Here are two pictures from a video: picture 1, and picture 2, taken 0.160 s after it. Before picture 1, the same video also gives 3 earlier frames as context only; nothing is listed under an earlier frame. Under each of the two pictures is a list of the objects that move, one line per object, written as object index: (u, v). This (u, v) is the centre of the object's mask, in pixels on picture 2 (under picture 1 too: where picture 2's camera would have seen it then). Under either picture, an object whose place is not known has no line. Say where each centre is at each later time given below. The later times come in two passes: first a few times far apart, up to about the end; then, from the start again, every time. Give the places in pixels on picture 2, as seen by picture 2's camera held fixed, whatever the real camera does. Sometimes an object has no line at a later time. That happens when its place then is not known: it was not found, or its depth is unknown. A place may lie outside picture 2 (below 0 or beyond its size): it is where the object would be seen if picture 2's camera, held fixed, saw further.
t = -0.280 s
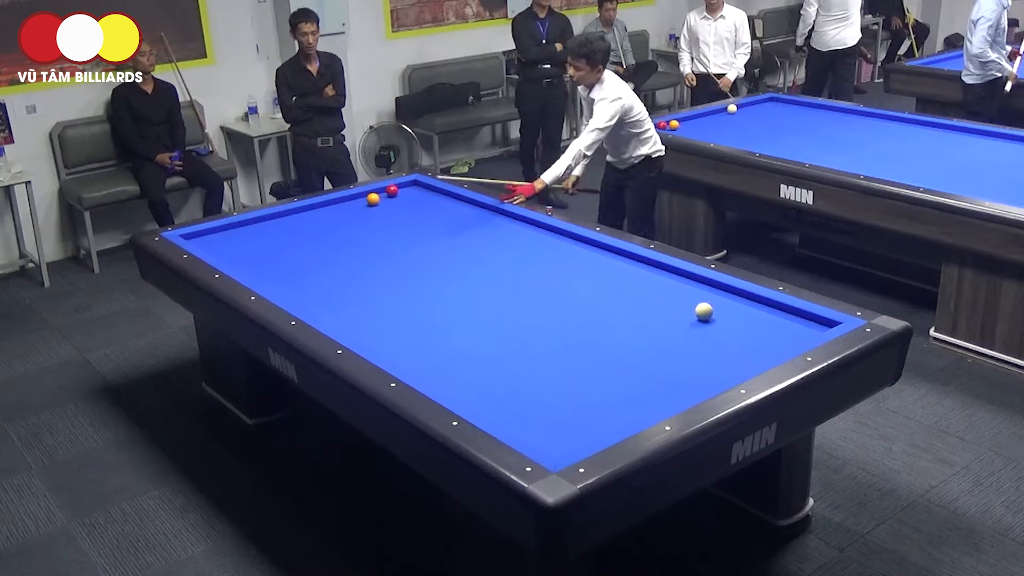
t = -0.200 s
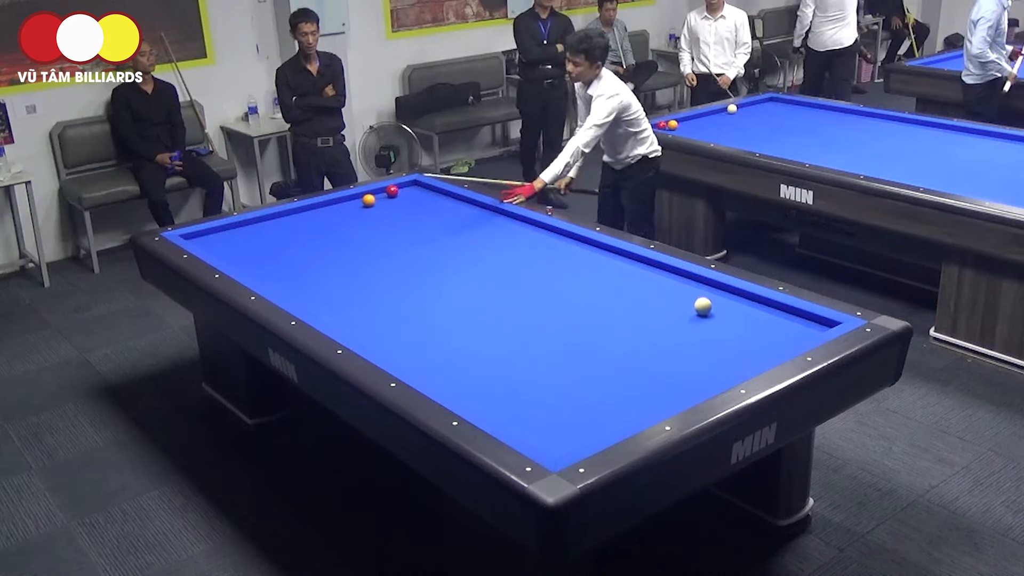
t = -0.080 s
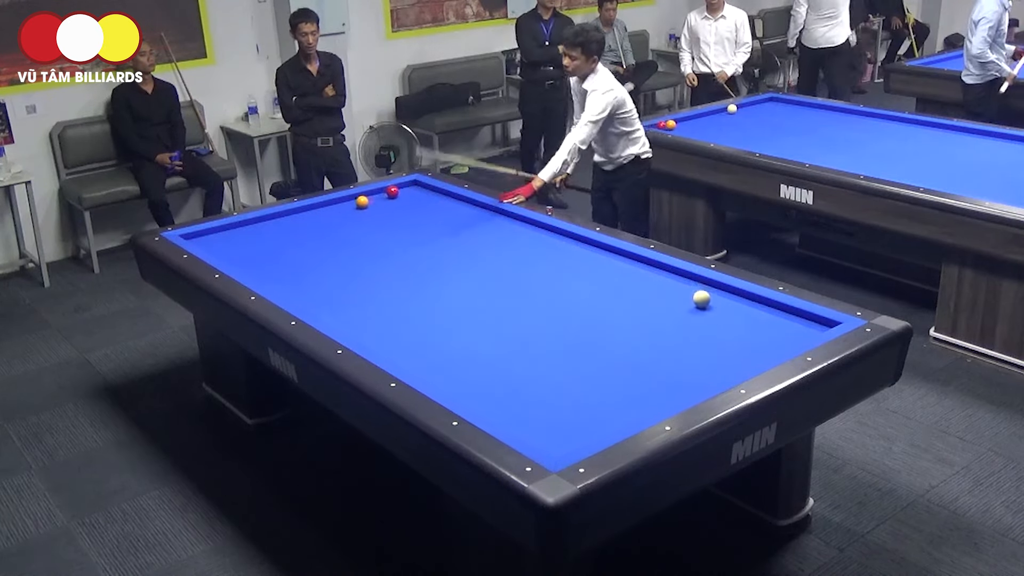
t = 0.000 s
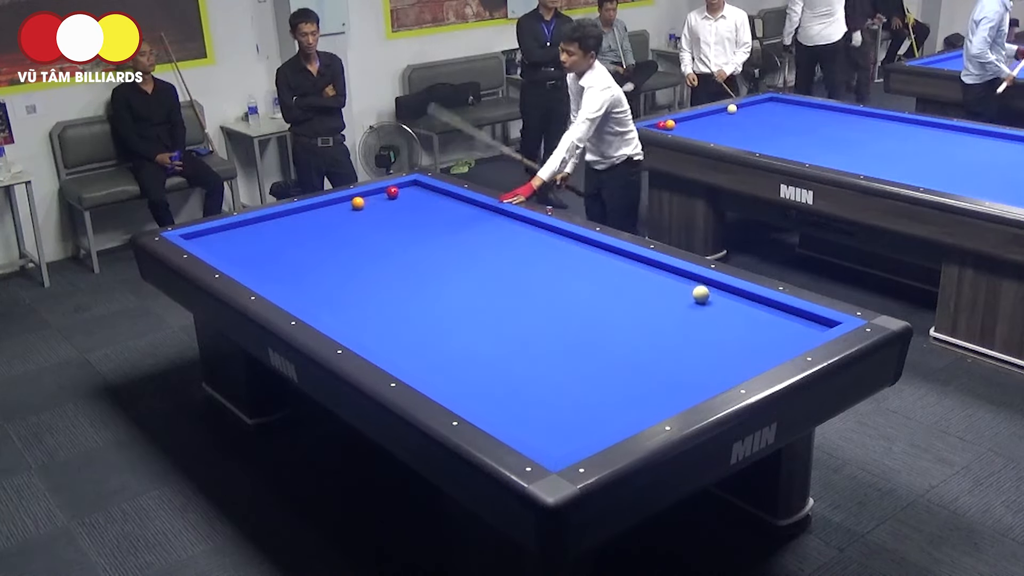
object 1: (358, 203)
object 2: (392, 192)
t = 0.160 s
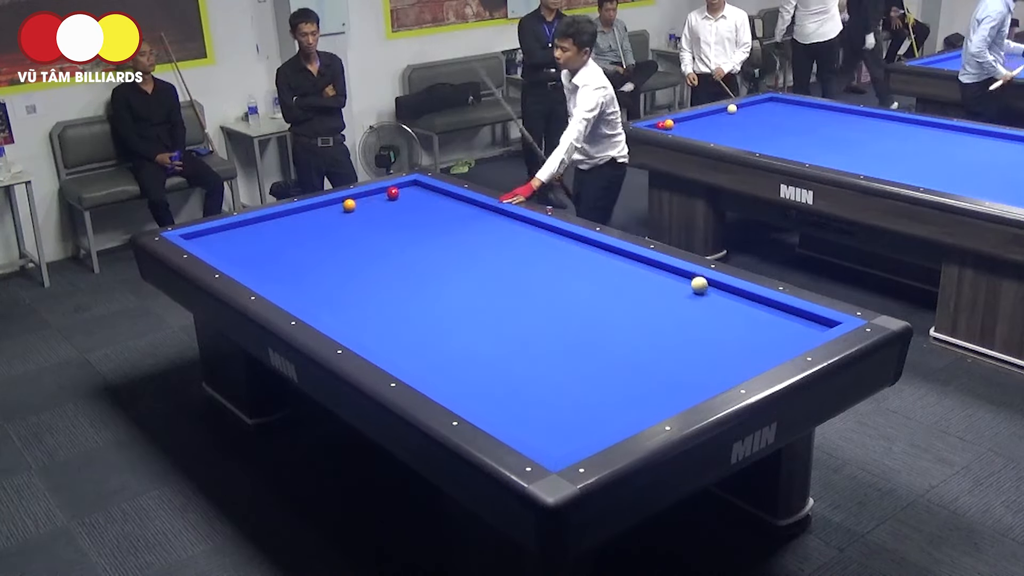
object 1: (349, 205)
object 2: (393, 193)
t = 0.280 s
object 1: (342, 207)
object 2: (393, 194)
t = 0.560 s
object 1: (328, 211)
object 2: (393, 195)
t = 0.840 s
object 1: (313, 215)
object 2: (394, 197)
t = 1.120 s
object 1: (300, 219)
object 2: (394, 198)
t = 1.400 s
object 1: (286, 223)
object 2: (394, 199)
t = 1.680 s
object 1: (273, 226)
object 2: (395, 200)
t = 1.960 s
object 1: (260, 230)
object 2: (395, 201)
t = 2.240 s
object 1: (248, 233)
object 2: (395, 201)
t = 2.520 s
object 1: (235, 237)
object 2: (394, 201)
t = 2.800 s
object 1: (224, 239)
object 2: (394, 202)
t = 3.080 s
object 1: (213, 243)
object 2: (394, 202)
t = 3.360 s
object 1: (204, 244)
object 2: (394, 202)
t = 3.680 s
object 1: (208, 245)
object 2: (394, 202)
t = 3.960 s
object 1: (213, 244)
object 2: (394, 202)
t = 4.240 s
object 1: (218, 243)
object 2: (394, 202)
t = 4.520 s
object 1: (222, 242)
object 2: (394, 202)
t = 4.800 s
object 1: (225, 242)
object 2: (394, 202)
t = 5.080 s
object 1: (227, 241)
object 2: (394, 202)
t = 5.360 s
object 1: (228, 241)
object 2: (394, 202)
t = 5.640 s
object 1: (229, 241)
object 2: (394, 202)
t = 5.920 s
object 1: (229, 241)
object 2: (394, 202)
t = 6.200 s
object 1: (229, 241)
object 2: (394, 202)
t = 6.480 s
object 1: (229, 241)
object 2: (394, 202)
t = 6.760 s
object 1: (229, 241)
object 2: (394, 202)
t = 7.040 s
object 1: (229, 241)
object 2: (394, 202)
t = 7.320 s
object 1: (229, 241)
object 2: (394, 202)
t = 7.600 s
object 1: (229, 241)
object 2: (394, 202)
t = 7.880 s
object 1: (229, 241)
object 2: (394, 202)
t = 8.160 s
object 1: (228, 241)
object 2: (394, 202)
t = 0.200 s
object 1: (347, 206)
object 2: (393, 193)
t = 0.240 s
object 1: (345, 207)
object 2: (393, 193)
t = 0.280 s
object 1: (342, 207)
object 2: (393, 194)
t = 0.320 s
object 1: (340, 208)
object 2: (393, 194)
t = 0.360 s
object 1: (338, 208)
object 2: (393, 194)
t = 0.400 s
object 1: (336, 209)
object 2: (393, 194)
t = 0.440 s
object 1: (334, 209)
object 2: (393, 194)
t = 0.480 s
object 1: (332, 210)
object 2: (393, 194)
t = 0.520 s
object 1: (330, 211)
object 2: (393, 195)
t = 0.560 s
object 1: (328, 211)
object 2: (393, 195)
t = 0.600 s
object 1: (326, 212)
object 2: (394, 195)
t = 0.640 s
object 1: (324, 212)
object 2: (394, 195)
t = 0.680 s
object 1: (321, 213)
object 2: (394, 196)
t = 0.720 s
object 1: (319, 213)
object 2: (394, 196)
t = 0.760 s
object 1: (317, 214)
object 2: (394, 196)
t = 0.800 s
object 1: (315, 214)
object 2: (394, 196)
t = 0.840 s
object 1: (313, 215)
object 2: (394, 197)
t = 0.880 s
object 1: (312, 216)
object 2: (394, 197)
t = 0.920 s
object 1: (309, 216)
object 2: (394, 197)
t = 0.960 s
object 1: (307, 217)
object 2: (394, 197)
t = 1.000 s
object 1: (305, 217)
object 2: (394, 197)
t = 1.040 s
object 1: (303, 218)
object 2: (394, 197)
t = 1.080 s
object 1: (301, 218)
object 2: (394, 197)
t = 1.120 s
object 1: (300, 219)
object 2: (394, 198)
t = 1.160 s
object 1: (297, 219)
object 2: (394, 198)
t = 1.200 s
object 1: (296, 220)
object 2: (394, 198)
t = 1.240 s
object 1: (294, 220)
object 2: (394, 198)
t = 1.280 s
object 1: (292, 221)
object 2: (394, 199)
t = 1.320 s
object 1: (290, 222)
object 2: (394, 199)
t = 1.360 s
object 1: (288, 222)
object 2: (394, 199)
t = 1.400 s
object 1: (286, 223)
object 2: (394, 199)
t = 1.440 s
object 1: (284, 223)
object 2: (394, 199)
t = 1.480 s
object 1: (282, 224)
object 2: (394, 199)
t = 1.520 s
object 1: (280, 224)
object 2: (394, 200)
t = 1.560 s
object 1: (278, 225)
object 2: (394, 200)
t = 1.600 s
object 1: (276, 225)
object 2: (394, 200)
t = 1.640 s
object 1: (274, 226)
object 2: (395, 200)
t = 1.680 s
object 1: (273, 226)
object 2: (395, 200)
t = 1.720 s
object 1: (271, 227)
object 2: (395, 200)
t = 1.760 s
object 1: (269, 227)
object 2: (395, 200)
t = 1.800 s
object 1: (267, 228)
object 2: (395, 200)
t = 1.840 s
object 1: (265, 228)
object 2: (395, 201)
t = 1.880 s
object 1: (263, 229)
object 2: (395, 200)
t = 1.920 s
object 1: (262, 229)
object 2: (395, 201)
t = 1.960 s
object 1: (260, 230)
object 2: (395, 201)
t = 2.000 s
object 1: (258, 230)
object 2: (395, 201)
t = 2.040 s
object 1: (256, 231)
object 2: (395, 201)
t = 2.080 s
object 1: (254, 231)
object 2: (395, 201)
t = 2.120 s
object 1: (253, 232)
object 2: (395, 201)
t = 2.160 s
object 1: (251, 232)
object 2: (395, 201)
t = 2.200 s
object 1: (249, 233)
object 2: (395, 201)
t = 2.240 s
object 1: (248, 233)
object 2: (395, 201)
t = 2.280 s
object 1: (246, 234)
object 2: (394, 202)
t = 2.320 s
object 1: (244, 234)
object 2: (395, 202)
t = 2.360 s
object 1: (242, 235)
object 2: (394, 202)
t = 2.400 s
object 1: (240, 235)
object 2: (395, 202)
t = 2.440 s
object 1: (239, 235)
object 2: (395, 201)
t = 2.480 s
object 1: (237, 236)
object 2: (394, 201)
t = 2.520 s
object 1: (235, 237)
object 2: (394, 201)
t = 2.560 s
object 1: (234, 237)
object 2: (394, 202)
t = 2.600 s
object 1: (232, 237)
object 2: (394, 202)
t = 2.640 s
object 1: (230, 238)
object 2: (394, 202)
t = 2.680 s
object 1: (229, 238)
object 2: (394, 202)
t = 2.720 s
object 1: (227, 239)
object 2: (394, 202)
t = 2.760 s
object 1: (226, 239)
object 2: (394, 202)
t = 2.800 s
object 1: (224, 239)
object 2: (394, 202)
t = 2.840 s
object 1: (222, 240)
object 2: (394, 202)
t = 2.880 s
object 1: (221, 240)
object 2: (394, 202)
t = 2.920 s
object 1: (220, 241)
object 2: (394, 202)
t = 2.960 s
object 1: (218, 241)
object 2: (394, 202)
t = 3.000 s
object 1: (216, 242)
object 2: (394, 202)
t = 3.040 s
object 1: (215, 242)
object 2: (394, 202)
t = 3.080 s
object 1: (213, 243)
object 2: (394, 202)
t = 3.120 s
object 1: (212, 243)
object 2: (394, 202)
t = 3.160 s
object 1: (211, 243)
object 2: (394, 202)
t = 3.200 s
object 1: (209, 244)
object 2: (394, 202)
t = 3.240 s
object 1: (208, 244)
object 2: (394, 202)
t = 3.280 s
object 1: (207, 244)
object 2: (394, 202)
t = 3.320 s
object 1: (205, 244)
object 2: (394, 202)
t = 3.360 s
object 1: (204, 244)
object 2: (394, 202)
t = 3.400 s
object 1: (203, 244)
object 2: (394, 202)
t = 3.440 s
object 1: (203, 244)
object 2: (394, 202)
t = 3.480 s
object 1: (204, 244)
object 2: (394, 202)
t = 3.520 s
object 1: (205, 244)
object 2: (394, 202)
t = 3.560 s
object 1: (206, 245)
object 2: (394, 202)
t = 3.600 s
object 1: (206, 245)
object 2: (394, 202)
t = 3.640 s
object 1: (207, 245)
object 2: (394, 202)
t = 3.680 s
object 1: (208, 245)
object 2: (394, 202)
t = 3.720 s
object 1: (209, 245)
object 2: (394, 202)
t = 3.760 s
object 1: (209, 244)
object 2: (394, 202)
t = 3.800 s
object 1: (210, 244)
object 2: (394, 202)
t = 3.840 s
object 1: (211, 244)
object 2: (394, 202)
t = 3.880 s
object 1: (212, 244)
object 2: (394, 202)
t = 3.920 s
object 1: (213, 244)
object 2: (394, 202)
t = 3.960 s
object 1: (213, 244)
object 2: (394, 202)
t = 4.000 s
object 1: (214, 244)
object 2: (394, 202)
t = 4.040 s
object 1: (215, 243)
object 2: (394, 202)
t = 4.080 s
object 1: (215, 243)
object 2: (394, 202)
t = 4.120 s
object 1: (216, 243)
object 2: (394, 202)
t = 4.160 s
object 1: (217, 243)
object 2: (394, 202)
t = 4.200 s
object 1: (217, 243)
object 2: (394, 202)
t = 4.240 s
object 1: (218, 243)
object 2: (394, 202)
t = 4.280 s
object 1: (218, 243)
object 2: (394, 202)
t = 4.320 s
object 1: (219, 243)
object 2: (394, 202)
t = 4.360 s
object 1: (220, 243)
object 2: (394, 202)
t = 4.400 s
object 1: (220, 242)
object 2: (394, 202)
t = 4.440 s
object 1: (221, 242)
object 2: (394, 202)
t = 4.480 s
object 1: (221, 242)
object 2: (394, 202)
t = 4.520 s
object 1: (222, 242)
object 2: (394, 202)
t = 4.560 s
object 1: (222, 242)
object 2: (394, 202)
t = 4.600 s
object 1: (223, 242)
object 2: (394, 202)
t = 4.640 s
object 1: (223, 242)
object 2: (394, 202)
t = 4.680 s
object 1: (223, 242)
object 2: (394, 202)
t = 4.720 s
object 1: (224, 242)
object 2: (394, 202)
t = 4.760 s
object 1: (224, 242)
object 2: (394, 202)
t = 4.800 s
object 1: (225, 242)
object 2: (394, 202)
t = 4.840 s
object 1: (225, 242)
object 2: (394, 202)
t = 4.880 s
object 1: (225, 242)
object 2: (394, 202)
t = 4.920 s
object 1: (226, 242)
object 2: (394, 202)
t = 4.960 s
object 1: (226, 241)
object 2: (394, 202)
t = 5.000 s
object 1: (226, 241)
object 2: (394, 202)
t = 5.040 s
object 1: (227, 241)
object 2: (394, 202)
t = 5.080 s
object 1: (227, 241)
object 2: (394, 202)
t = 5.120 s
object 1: (227, 241)
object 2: (394, 202)
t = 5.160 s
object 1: (227, 241)
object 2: (394, 202)
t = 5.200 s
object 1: (227, 241)
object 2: (394, 202)
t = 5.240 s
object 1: (228, 241)
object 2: (394, 202)
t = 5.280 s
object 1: (228, 241)
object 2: (394, 202)
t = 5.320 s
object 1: (228, 241)
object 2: (394, 202)
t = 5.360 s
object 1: (228, 241)
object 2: (394, 202)
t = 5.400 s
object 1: (228, 241)
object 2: (394, 202)
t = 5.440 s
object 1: (228, 241)
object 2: (394, 202)
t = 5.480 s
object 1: (228, 241)
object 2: (394, 202)
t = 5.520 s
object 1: (228, 241)
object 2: (394, 202)
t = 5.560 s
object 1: (229, 241)
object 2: (394, 202)
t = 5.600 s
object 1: (229, 241)
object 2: (394, 202)
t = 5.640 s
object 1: (229, 241)
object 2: (394, 202)
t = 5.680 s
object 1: (229, 241)
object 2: (394, 202)
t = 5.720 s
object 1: (229, 241)
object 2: (394, 202)
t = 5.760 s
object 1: (229, 241)
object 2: (394, 202)
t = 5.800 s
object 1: (229, 241)
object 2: (394, 202)
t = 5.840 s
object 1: (229, 241)
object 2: (394, 202)
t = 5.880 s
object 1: (229, 241)
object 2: (394, 202)
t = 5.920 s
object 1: (229, 241)
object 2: (394, 202)
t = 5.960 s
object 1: (229, 241)
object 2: (394, 202)
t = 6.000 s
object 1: (229, 241)
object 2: (394, 202)
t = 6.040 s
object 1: (229, 241)
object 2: (394, 202)
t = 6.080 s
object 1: (229, 241)
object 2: (394, 202)
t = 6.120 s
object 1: (229, 241)
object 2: (394, 202)
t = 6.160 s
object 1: (229, 241)
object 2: (394, 202)
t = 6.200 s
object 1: (229, 241)
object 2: (394, 202)
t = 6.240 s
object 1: (229, 241)
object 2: (394, 202)
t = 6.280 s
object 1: (229, 241)
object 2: (394, 202)
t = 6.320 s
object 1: (229, 241)
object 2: (394, 202)
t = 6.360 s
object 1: (229, 241)
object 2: (394, 202)
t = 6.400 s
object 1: (229, 241)
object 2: (394, 202)
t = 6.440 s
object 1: (229, 241)
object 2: (394, 202)
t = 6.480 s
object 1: (229, 241)
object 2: (394, 202)
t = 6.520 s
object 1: (229, 241)
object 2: (394, 202)
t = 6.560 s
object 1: (229, 241)
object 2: (394, 202)
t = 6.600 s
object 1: (229, 241)
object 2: (394, 202)
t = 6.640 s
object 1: (229, 241)
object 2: (394, 202)
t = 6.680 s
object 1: (229, 241)
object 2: (394, 202)
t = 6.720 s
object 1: (229, 241)
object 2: (394, 202)
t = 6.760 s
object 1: (229, 241)
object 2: (394, 202)
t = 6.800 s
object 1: (229, 241)
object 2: (394, 202)
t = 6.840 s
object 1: (229, 241)
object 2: (394, 202)
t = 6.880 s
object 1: (229, 241)
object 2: (394, 202)
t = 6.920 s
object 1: (229, 241)
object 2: (394, 202)
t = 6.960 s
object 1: (229, 241)
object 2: (394, 202)
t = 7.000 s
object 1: (229, 241)
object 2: (394, 202)
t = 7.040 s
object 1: (229, 241)
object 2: (394, 202)
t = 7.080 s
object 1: (229, 241)
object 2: (394, 202)
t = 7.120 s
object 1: (229, 241)
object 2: (394, 202)
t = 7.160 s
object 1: (229, 241)
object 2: (394, 202)
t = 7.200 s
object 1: (229, 241)
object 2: (394, 202)
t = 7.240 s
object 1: (229, 241)
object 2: (394, 202)
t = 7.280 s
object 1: (229, 241)
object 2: (394, 202)
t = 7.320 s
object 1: (229, 241)
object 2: (394, 202)
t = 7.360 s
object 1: (229, 241)
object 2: (394, 202)
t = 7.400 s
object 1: (229, 241)
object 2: (394, 202)
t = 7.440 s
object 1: (229, 241)
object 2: (394, 202)
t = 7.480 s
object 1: (229, 241)
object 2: (394, 202)
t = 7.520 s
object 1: (229, 241)
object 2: (394, 202)
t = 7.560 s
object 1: (229, 241)
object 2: (394, 202)
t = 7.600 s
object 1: (229, 241)
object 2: (394, 202)
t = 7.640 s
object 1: (229, 241)
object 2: (394, 202)
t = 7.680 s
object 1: (229, 241)
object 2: (394, 202)
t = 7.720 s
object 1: (229, 241)
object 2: (394, 202)
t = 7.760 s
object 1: (229, 241)
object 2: (394, 202)
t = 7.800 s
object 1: (229, 241)
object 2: (394, 202)
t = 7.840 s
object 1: (229, 241)
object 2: (394, 202)
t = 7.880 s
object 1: (229, 241)
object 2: (394, 202)
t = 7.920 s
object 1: (228, 241)
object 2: (394, 202)
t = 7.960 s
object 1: (229, 241)
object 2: (394, 202)
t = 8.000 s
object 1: (229, 241)
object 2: (394, 202)
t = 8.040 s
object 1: (229, 241)
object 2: (394, 202)
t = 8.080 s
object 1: (228, 241)
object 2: (394, 202)
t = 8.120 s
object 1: (228, 241)
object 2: (394, 202)
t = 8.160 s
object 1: (228, 241)
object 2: (394, 202)
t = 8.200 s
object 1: (228, 241)
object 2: (394, 202)
